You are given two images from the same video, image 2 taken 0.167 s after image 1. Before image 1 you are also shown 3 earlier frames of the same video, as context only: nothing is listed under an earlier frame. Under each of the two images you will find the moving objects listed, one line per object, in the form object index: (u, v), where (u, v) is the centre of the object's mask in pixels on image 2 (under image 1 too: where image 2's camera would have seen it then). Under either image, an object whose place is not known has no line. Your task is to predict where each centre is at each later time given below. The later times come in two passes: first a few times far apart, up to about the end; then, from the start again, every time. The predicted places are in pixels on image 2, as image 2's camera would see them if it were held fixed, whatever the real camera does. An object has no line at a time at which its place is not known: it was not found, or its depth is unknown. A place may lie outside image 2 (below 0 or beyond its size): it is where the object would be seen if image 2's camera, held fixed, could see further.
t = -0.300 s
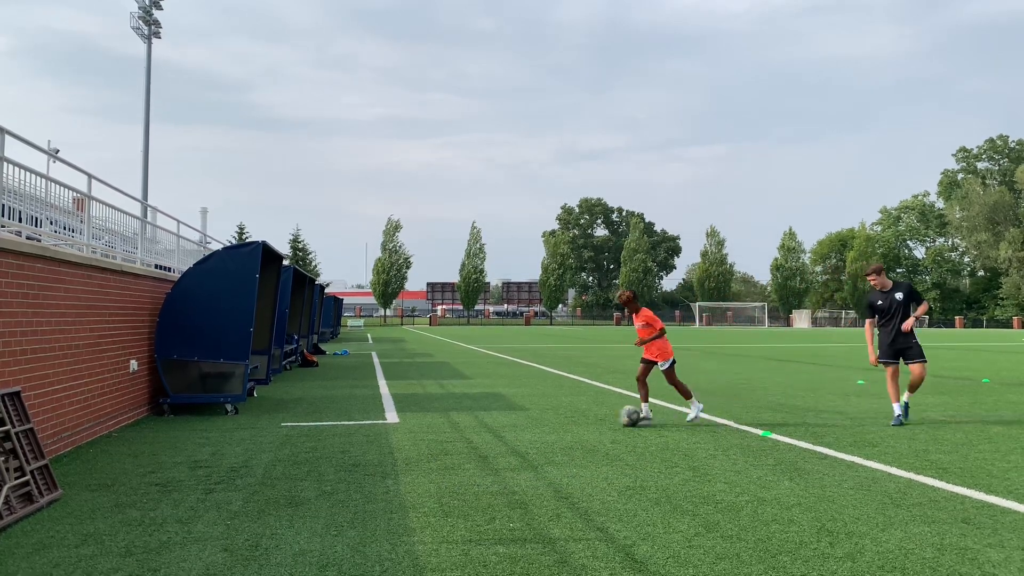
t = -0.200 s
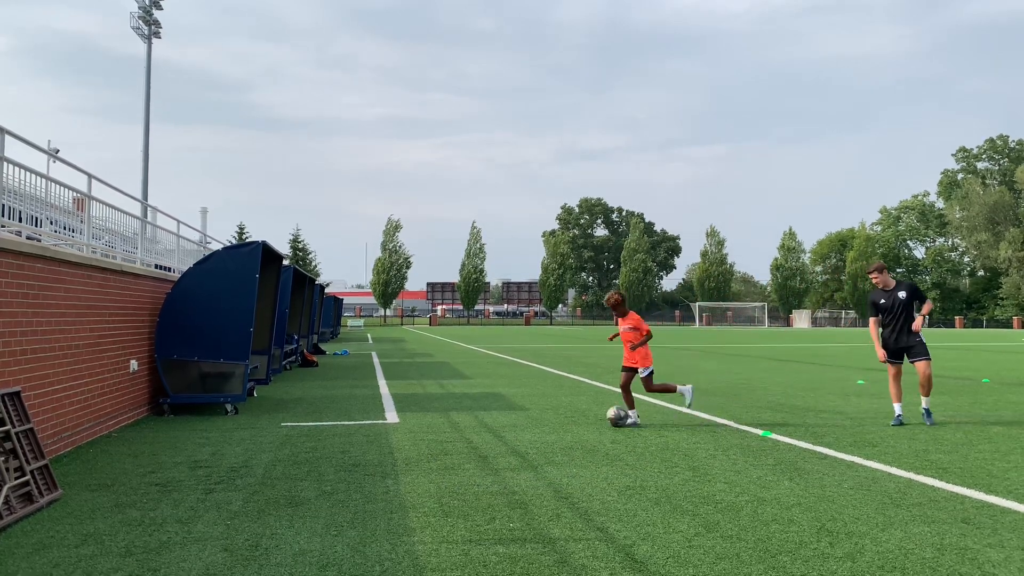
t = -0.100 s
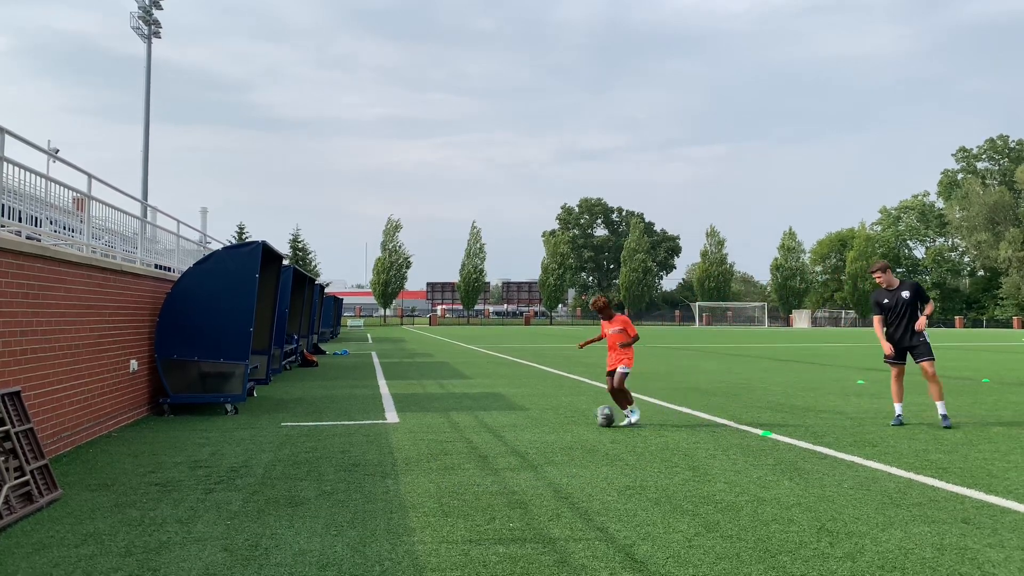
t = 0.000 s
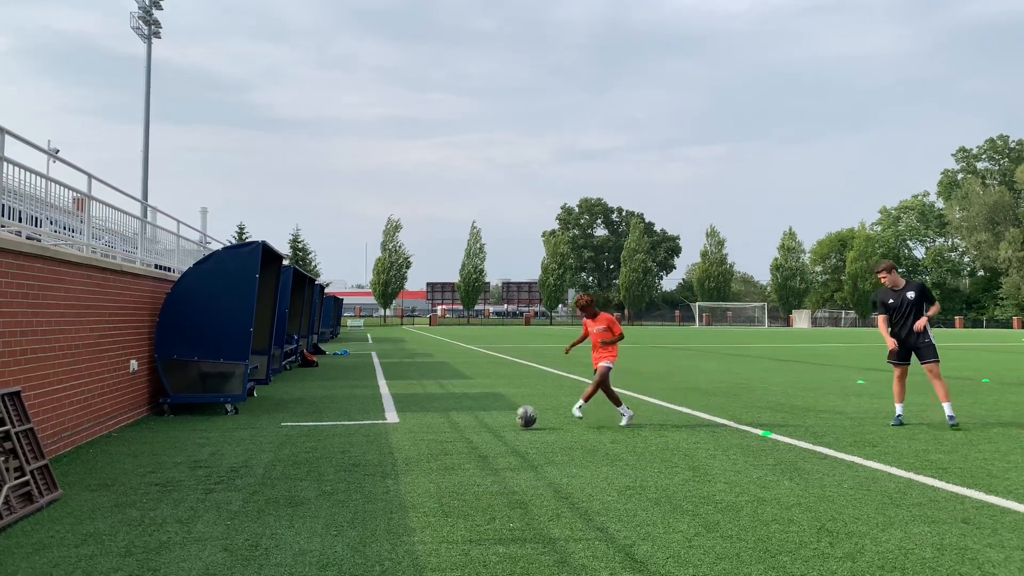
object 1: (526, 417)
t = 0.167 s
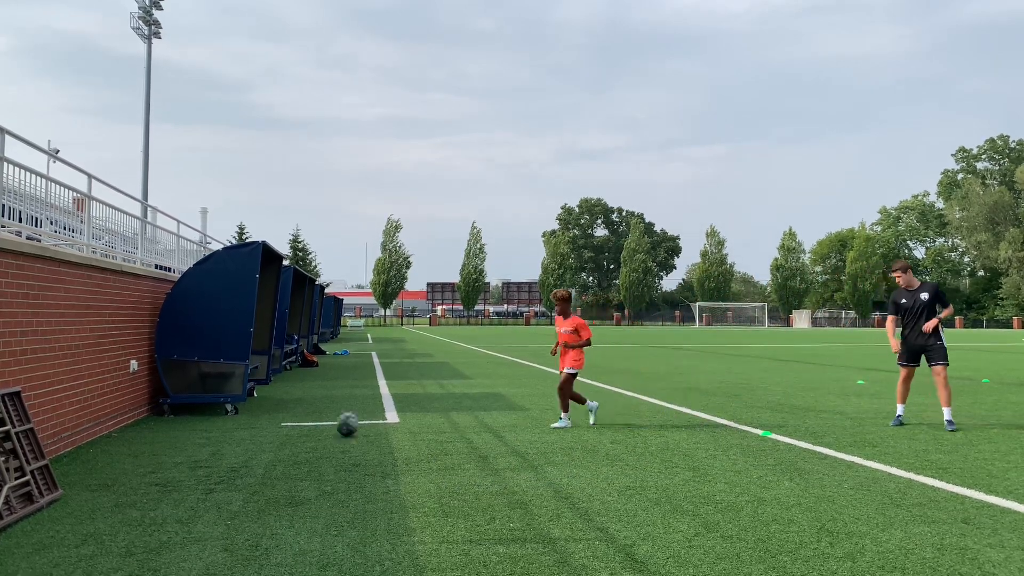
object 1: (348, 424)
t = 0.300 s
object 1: (206, 429)
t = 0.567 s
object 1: (208, 419)
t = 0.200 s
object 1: (310, 427)
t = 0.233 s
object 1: (277, 427)
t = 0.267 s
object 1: (241, 427)
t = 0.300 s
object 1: (206, 429)
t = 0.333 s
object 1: (169, 431)
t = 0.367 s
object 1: (133, 434)
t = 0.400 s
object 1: (101, 433)
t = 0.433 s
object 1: (107, 429)
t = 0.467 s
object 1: (132, 424)
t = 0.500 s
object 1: (157, 421)
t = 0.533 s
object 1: (182, 419)
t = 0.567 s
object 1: (208, 419)
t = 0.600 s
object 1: (233, 419)
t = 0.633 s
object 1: (258, 421)
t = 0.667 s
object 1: (282, 424)
